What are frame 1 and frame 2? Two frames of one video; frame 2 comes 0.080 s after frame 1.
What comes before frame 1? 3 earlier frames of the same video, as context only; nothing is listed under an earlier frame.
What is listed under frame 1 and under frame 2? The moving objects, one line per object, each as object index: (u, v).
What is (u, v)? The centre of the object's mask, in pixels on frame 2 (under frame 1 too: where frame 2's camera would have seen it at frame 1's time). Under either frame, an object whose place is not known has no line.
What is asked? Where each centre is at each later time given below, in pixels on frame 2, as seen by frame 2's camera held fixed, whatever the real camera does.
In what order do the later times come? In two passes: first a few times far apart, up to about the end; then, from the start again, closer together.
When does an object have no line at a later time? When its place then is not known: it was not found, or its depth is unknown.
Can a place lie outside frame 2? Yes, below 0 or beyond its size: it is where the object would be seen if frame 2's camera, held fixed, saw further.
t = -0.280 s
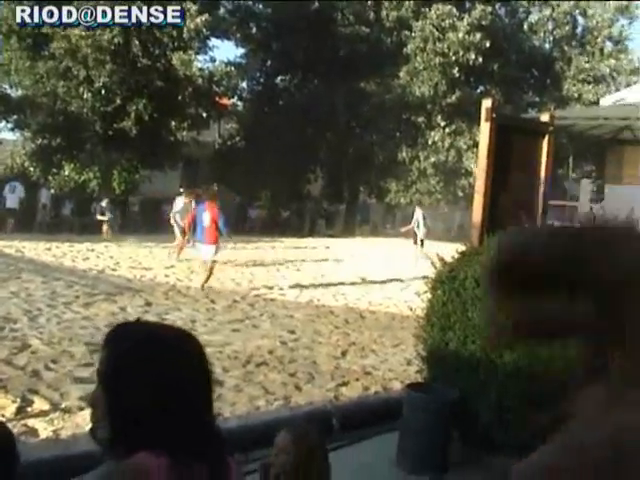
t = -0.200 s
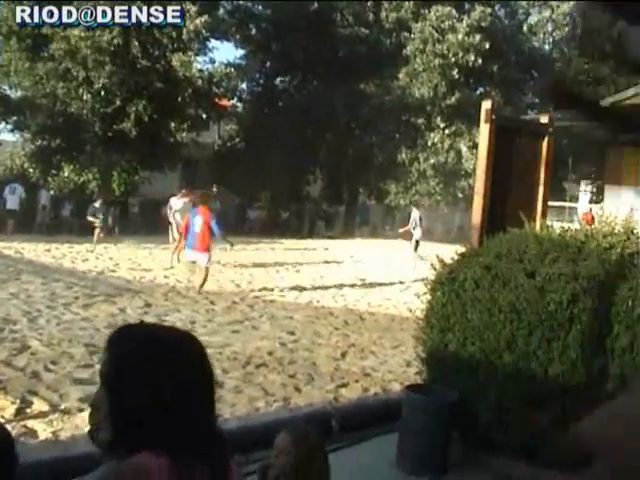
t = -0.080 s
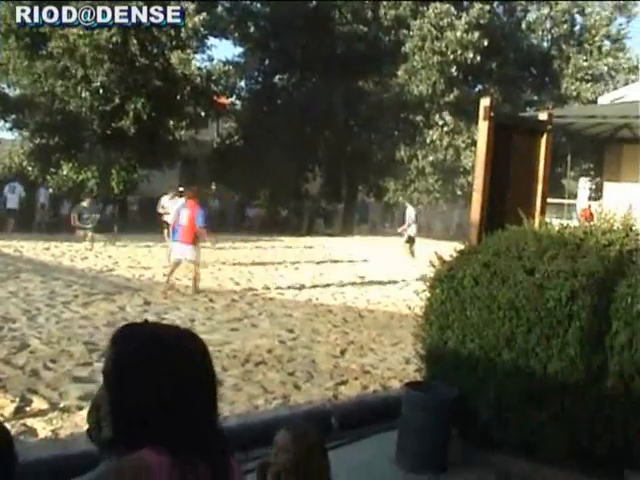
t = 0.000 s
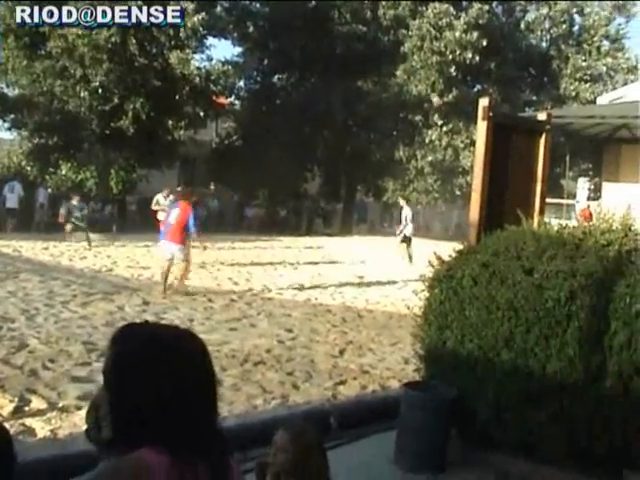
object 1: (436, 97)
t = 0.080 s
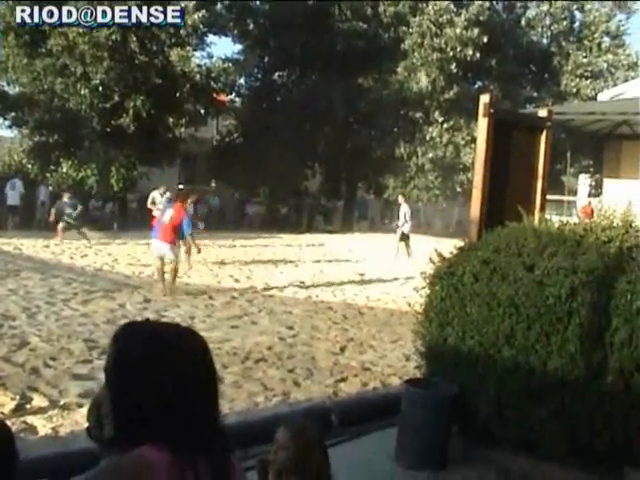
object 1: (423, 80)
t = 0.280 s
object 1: (389, 41)
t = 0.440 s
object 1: (355, 19)
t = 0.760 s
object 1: (275, -1)
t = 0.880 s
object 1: (239, 2)
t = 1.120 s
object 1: (147, 40)
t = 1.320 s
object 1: (47, 113)
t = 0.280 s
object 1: (389, 41)
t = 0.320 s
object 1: (381, 35)
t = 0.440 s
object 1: (355, 19)
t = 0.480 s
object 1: (346, 15)
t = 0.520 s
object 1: (337, 11)
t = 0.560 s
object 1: (328, 8)
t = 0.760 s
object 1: (275, -1)
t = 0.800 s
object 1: (264, 0)
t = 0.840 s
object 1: (252, 0)
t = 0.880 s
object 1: (239, 2)
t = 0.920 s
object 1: (223, 7)
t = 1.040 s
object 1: (181, 24)
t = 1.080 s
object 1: (164, 32)
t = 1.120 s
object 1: (147, 40)
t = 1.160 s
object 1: (129, 51)
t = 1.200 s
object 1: (111, 64)
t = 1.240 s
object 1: (90, 77)
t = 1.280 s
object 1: (69, 95)
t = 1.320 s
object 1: (47, 113)
